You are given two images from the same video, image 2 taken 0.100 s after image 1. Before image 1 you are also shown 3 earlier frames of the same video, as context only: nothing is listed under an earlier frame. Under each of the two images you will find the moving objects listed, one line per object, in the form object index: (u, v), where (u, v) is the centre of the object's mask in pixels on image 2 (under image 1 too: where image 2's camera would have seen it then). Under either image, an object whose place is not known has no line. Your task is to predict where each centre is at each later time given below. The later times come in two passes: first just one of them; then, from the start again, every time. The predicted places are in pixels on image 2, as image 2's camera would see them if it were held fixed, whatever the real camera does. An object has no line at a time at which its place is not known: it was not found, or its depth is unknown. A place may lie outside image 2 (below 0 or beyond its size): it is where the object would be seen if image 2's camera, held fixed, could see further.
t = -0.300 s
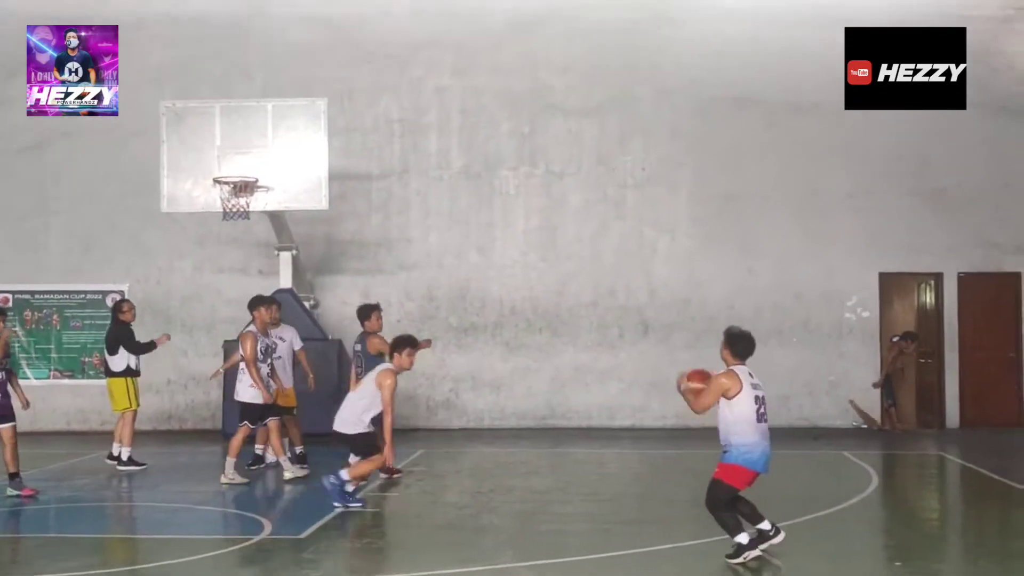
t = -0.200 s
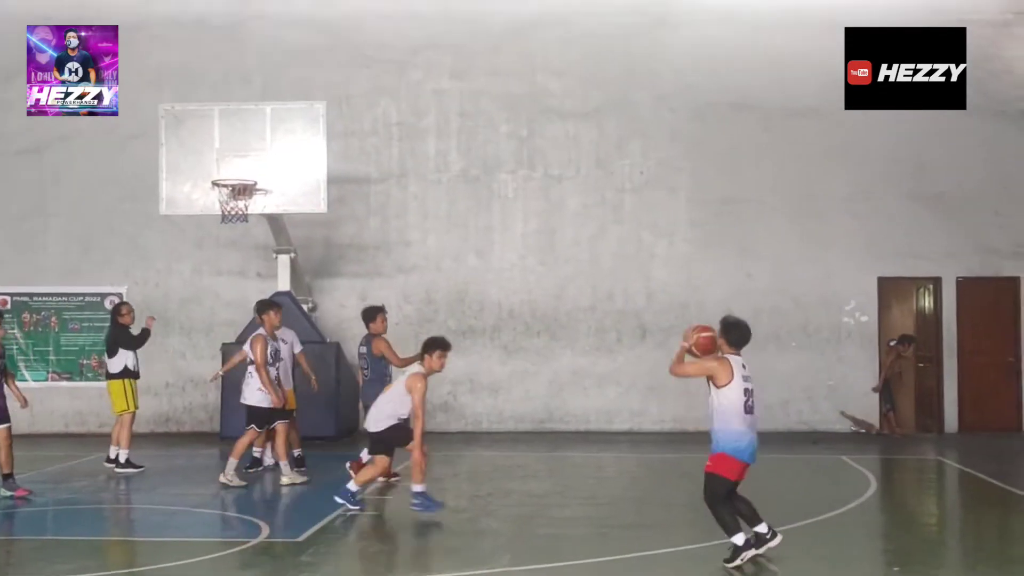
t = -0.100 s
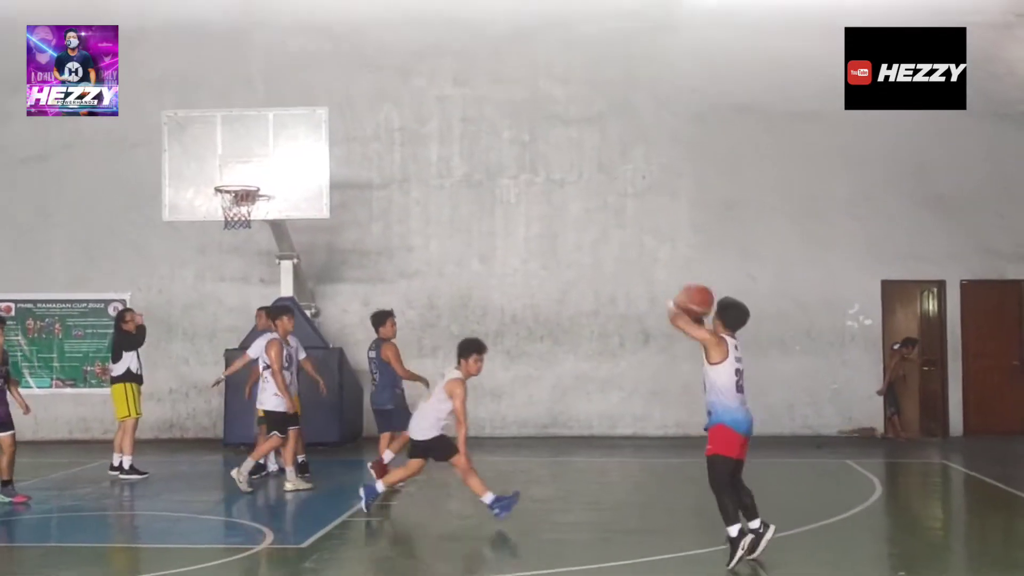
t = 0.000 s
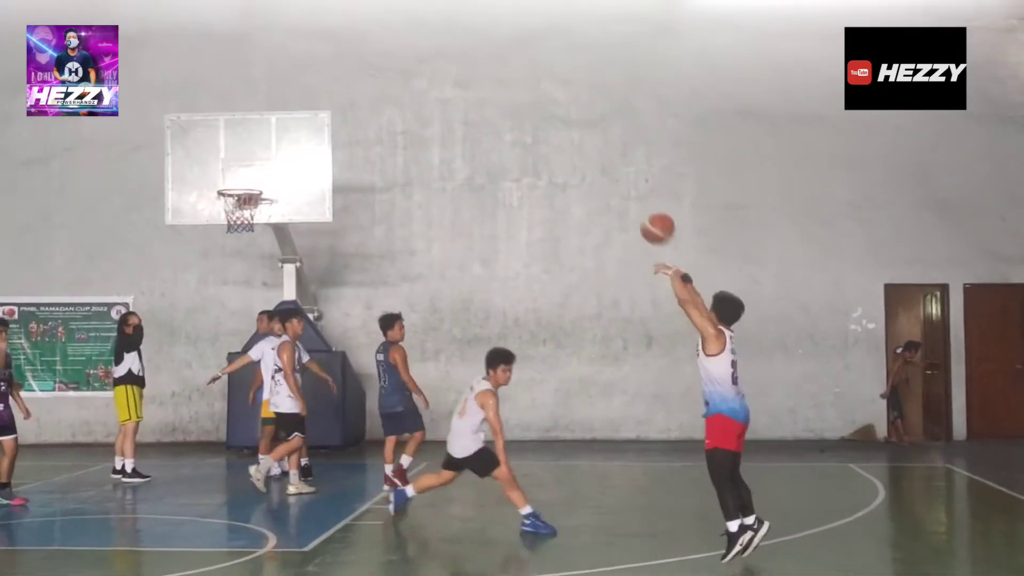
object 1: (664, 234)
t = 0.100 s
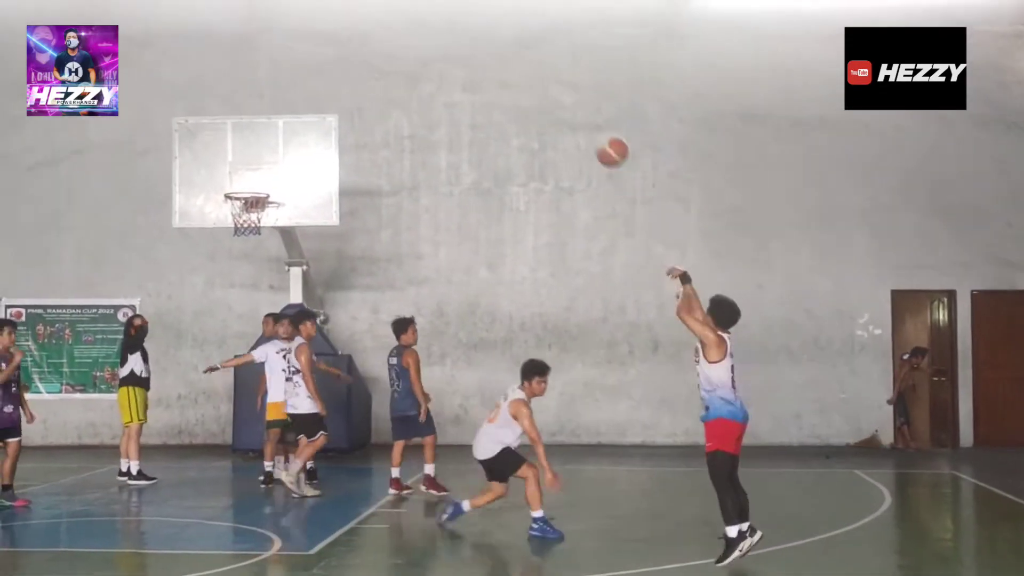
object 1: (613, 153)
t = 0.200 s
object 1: (566, 91)
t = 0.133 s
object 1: (597, 130)
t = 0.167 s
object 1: (581, 110)
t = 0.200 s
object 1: (566, 91)
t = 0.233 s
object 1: (551, 74)
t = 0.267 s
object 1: (536, 58)
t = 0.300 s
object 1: (522, 45)
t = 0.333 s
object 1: (509, 35)
